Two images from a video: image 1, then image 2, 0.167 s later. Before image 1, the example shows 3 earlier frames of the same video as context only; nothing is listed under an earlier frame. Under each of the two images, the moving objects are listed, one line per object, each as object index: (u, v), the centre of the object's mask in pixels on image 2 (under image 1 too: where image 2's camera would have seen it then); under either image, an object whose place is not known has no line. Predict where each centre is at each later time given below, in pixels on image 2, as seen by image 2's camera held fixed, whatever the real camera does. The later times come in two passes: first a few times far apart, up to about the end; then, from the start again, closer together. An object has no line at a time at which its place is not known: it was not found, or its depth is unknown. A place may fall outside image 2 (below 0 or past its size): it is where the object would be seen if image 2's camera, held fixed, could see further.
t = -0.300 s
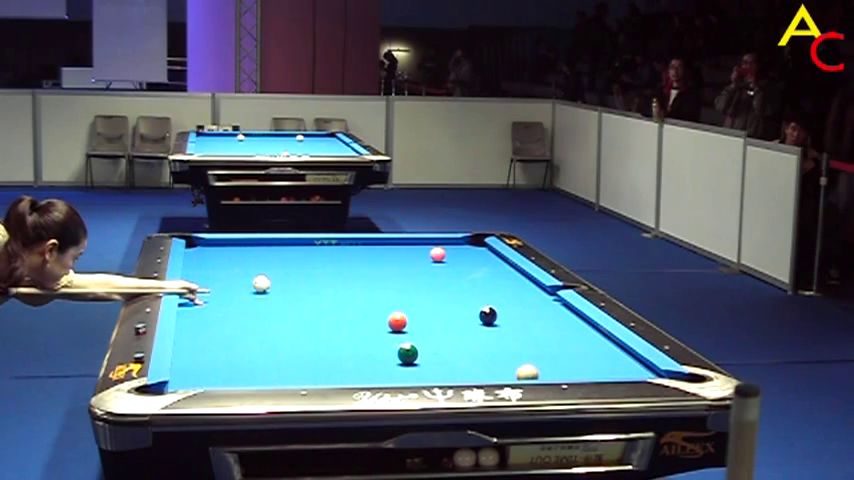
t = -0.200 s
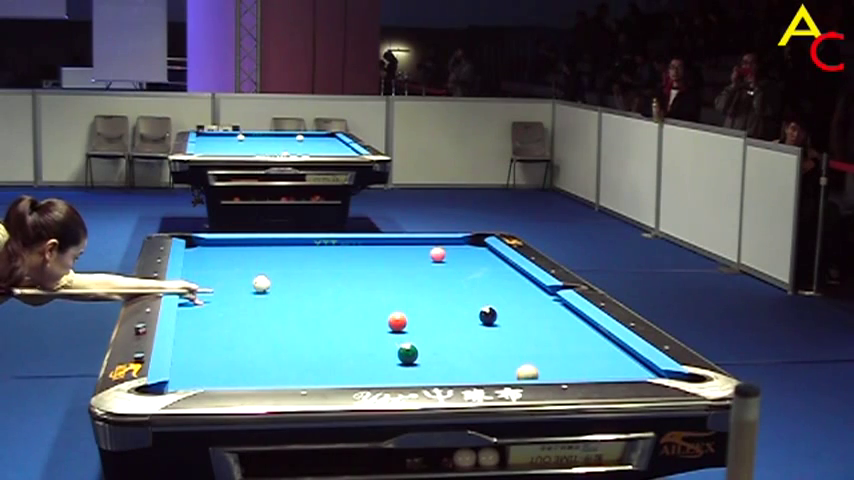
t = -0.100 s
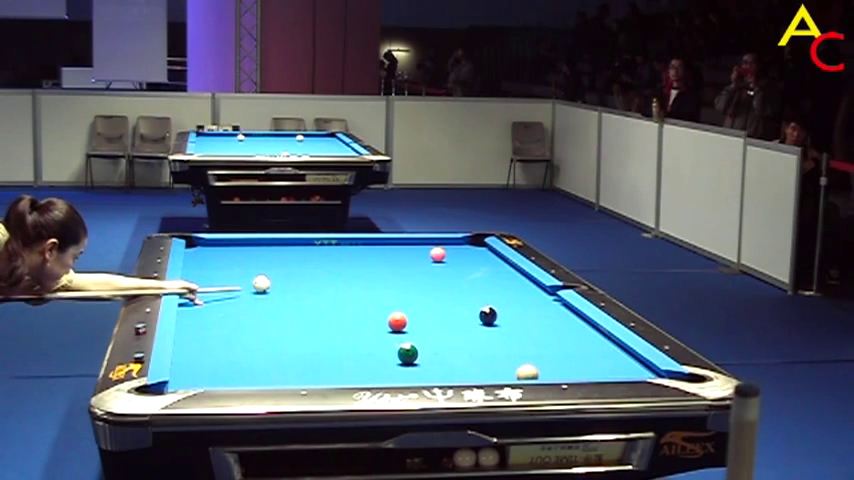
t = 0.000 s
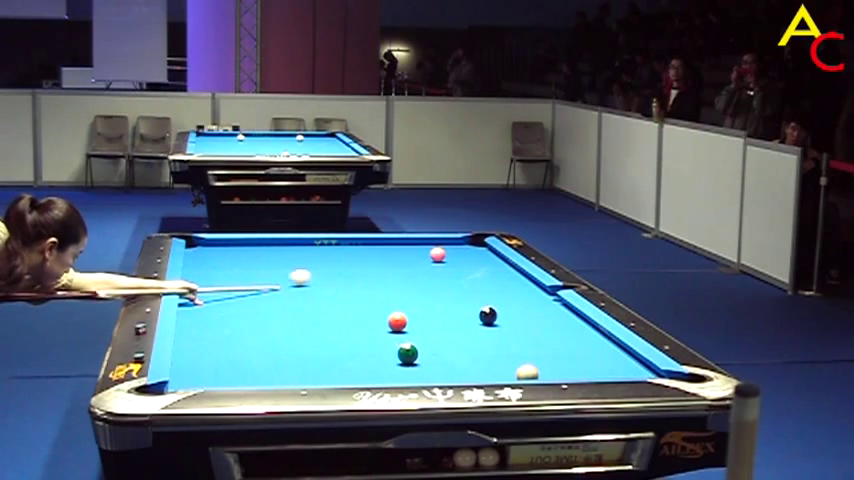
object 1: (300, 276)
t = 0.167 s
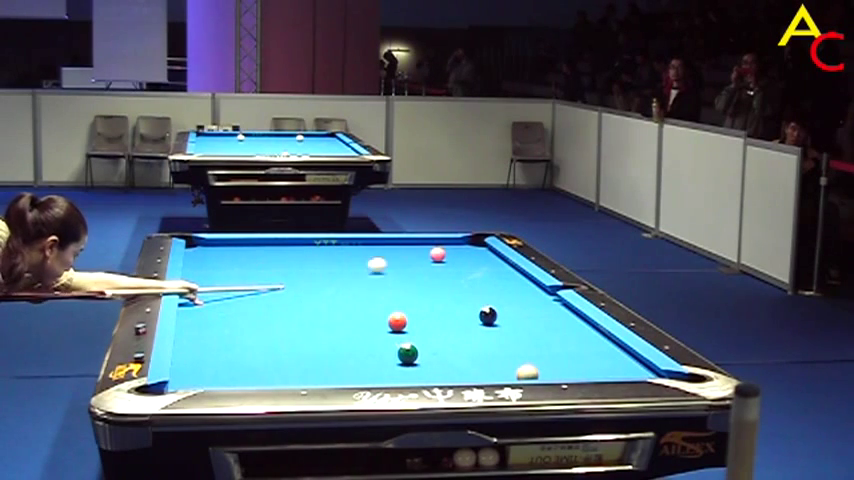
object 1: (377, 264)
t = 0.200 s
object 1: (390, 262)
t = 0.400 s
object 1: (442, 256)
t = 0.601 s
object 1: (470, 256)
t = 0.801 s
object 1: (497, 257)
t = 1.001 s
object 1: (487, 258)
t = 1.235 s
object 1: (471, 259)
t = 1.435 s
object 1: (457, 260)
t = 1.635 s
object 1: (444, 261)
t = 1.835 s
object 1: (432, 262)
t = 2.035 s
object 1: (420, 263)
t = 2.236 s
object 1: (409, 264)
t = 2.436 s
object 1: (398, 264)
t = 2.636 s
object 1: (388, 264)
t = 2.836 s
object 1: (379, 265)
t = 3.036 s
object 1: (370, 265)
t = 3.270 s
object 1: (360, 266)
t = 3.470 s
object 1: (353, 266)
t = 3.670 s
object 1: (346, 267)
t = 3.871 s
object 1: (340, 267)
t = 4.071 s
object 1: (335, 267)
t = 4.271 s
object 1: (331, 267)
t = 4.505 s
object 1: (326, 267)
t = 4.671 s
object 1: (324, 268)
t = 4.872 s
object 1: (322, 268)
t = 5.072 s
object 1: (320, 268)
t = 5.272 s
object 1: (319, 268)
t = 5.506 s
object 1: (319, 268)
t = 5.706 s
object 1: (319, 268)
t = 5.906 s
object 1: (319, 268)
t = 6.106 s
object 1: (319, 268)
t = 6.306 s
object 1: (319, 268)
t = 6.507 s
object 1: (319, 268)
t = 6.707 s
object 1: (319, 268)
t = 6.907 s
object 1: (319, 268)
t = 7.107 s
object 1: (319, 268)
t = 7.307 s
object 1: (319, 268)
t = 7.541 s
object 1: (319, 268)
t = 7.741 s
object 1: (319, 268)
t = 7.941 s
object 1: (319, 268)
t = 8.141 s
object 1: (319, 268)
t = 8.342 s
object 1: (319, 268)
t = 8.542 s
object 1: (319, 268)
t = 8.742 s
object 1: (319, 268)
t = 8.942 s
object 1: (319, 268)
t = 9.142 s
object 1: (319, 268)
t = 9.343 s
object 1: (319, 268)
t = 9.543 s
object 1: (319, 268)
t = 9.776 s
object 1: (319, 268)
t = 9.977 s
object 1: (319, 268)
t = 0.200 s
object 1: (390, 262)
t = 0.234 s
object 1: (402, 260)
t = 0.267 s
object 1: (412, 259)
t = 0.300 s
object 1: (423, 257)
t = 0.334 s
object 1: (432, 256)
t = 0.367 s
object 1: (437, 256)
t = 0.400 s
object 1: (442, 256)
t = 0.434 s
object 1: (447, 256)
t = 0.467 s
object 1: (452, 256)
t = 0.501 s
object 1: (456, 256)
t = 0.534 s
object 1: (461, 256)
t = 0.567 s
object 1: (465, 257)
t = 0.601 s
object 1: (470, 256)
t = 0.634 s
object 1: (475, 256)
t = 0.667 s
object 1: (479, 257)
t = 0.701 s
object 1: (484, 257)
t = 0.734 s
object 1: (488, 257)
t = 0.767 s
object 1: (492, 257)
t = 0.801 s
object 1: (497, 257)
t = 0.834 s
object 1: (499, 257)
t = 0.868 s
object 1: (497, 258)
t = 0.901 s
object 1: (494, 258)
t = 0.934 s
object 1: (492, 258)
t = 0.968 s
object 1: (489, 258)
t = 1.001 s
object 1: (487, 258)
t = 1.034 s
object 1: (485, 258)
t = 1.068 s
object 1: (482, 258)
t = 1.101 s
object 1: (480, 258)
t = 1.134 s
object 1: (478, 258)
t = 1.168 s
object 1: (476, 259)
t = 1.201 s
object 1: (473, 259)
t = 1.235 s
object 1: (471, 259)
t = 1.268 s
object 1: (468, 259)
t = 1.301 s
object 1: (466, 260)
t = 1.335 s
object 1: (464, 260)
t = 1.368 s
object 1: (462, 260)
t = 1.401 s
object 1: (460, 260)
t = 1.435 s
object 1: (457, 260)
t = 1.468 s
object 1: (455, 260)
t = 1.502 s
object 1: (453, 260)
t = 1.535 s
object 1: (451, 260)
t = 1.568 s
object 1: (449, 261)
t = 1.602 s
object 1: (447, 261)
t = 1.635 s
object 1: (444, 261)
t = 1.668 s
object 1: (442, 261)
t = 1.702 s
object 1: (440, 261)
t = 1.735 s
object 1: (438, 261)
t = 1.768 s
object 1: (436, 262)
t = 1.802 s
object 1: (434, 262)
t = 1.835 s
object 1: (432, 262)
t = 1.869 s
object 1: (430, 262)
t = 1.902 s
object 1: (428, 262)
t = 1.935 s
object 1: (426, 263)
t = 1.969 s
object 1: (424, 262)
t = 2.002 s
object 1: (422, 263)
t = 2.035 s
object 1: (420, 263)
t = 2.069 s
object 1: (418, 263)
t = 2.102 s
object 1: (416, 263)
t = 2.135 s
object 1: (414, 263)
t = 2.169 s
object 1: (412, 263)
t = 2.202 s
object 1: (411, 264)
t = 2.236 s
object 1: (409, 264)
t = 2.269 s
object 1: (407, 264)
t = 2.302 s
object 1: (405, 264)
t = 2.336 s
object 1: (403, 264)
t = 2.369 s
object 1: (401, 264)
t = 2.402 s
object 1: (400, 264)
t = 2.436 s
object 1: (398, 264)
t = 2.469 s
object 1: (396, 264)
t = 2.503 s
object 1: (395, 264)
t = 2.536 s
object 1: (393, 264)
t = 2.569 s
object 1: (392, 264)
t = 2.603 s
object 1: (390, 264)
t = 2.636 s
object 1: (388, 264)
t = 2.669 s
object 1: (386, 264)
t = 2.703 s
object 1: (385, 265)
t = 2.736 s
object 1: (383, 265)
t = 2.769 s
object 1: (381, 265)
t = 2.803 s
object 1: (380, 265)
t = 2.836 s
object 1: (379, 265)
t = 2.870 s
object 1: (377, 265)
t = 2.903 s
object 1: (375, 265)
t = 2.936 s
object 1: (374, 265)
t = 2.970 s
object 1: (373, 265)
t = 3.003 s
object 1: (371, 265)
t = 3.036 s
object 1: (370, 265)
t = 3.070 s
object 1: (369, 265)
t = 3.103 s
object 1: (367, 266)
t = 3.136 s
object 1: (366, 266)
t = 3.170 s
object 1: (364, 266)
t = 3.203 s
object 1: (363, 266)
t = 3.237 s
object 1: (362, 266)
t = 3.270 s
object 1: (360, 266)
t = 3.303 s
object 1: (359, 266)
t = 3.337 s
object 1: (358, 266)
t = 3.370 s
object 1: (356, 266)
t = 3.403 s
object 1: (355, 266)
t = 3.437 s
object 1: (354, 266)
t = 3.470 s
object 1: (353, 266)
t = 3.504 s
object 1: (352, 267)
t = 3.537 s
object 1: (351, 267)
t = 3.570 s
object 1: (350, 267)
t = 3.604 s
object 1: (349, 267)
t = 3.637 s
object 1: (347, 267)
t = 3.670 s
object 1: (346, 267)
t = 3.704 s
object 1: (345, 267)
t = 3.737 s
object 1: (344, 267)
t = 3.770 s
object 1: (343, 267)
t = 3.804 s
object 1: (342, 267)
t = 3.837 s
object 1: (341, 267)
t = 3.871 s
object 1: (340, 267)
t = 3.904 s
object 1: (340, 267)
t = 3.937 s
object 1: (339, 267)
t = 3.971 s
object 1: (338, 267)
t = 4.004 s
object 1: (337, 267)
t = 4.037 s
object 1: (336, 267)
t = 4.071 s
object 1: (335, 267)
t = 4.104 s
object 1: (334, 267)
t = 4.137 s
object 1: (333, 267)
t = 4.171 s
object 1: (333, 267)
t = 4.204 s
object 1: (332, 267)
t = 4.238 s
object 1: (331, 267)
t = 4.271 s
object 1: (331, 267)
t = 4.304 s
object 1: (330, 267)
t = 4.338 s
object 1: (329, 267)
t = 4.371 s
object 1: (329, 268)
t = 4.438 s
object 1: (328, 268)
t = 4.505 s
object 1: (326, 267)
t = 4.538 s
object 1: (326, 268)
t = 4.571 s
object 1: (325, 268)
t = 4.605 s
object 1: (325, 268)
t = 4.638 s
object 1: (325, 267)
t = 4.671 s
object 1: (324, 268)
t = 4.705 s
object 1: (324, 268)
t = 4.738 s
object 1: (323, 268)
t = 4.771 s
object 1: (323, 267)
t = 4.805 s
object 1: (323, 267)
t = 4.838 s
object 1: (322, 267)
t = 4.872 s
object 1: (322, 268)
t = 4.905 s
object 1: (321, 268)
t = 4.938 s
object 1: (321, 268)
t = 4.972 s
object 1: (321, 267)
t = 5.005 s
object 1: (321, 267)
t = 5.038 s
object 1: (320, 268)
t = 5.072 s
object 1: (320, 268)
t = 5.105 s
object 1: (320, 268)
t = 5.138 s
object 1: (320, 268)
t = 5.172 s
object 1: (319, 268)
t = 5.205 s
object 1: (319, 268)
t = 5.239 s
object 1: (319, 268)
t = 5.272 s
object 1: (319, 268)
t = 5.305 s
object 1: (319, 268)
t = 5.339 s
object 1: (319, 268)
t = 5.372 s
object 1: (319, 268)
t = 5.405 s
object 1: (319, 268)
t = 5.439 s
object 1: (319, 268)
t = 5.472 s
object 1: (319, 268)
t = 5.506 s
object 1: (319, 268)
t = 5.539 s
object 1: (319, 267)
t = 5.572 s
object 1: (319, 268)
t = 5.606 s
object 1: (319, 268)
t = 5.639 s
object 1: (319, 268)
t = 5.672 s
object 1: (319, 268)
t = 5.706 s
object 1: (319, 268)
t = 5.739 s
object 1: (319, 268)
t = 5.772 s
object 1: (319, 268)
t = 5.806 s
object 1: (319, 268)
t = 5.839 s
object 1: (319, 268)
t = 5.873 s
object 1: (319, 268)
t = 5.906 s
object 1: (319, 268)
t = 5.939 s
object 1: (319, 268)
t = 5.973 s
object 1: (319, 268)
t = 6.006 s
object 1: (319, 268)
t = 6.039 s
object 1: (319, 268)
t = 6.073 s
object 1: (319, 268)
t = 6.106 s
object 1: (319, 268)
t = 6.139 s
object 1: (319, 268)
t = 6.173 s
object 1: (319, 268)
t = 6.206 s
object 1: (319, 268)
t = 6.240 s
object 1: (319, 268)
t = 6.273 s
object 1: (319, 268)
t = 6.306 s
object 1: (319, 268)
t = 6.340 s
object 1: (319, 268)
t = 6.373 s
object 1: (319, 268)
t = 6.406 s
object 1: (319, 268)
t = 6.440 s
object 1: (319, 268)
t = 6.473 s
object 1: (319, 268)
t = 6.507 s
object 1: (319, 268)
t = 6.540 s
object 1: (319, 268)
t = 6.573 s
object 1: (319, 268)
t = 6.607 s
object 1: (319, 268)
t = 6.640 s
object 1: (319, 268)
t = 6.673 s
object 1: (319, 268)
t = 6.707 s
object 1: (319, 268)
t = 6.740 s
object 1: (319, 268)
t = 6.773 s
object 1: (319, 268)
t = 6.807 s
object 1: (319, 268)
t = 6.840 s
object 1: (319, 268)
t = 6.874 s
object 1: (319, 268)
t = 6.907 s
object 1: (319, 268)
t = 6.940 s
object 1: (319, 268)
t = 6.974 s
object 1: (319, 268)
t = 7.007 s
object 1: (319, 267)
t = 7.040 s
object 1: (319, 267)
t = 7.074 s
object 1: (319, 268)
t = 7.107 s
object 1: (319, 268)
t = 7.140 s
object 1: (319, 268)
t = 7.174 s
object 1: (319, 268)
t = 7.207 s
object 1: (319, 268)
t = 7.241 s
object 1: (319, 268)
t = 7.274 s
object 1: (319, 268)
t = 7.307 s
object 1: (319, 268)
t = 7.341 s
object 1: (319, 268)
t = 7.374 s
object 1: (319, 268)
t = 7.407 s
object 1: (319, 268)
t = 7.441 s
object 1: (319, 268)
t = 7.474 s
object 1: (319, 268)
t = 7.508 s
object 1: (319, 268)
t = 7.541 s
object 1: (319, 268)
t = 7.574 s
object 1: (319, 268)
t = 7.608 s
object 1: (319, 268)
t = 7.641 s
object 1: (319, 267)
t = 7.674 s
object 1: (319, 268)
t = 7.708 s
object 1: (319, 268)
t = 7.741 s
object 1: (319, 268)
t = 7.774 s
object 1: (319, 268)
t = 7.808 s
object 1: (319, 268)
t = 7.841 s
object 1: (319, 268)
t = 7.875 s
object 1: (319, 268)
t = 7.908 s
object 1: (319, 268)
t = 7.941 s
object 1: (319, 268)
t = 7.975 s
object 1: (319, 268)
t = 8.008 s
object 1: (319, 268)
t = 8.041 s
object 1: (319, 268)
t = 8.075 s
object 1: (319, 268)
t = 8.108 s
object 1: (319, 268)
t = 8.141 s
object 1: (319, 268)
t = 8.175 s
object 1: (319, 268)
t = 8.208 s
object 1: (319, 268)
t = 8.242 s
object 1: (319, 268)
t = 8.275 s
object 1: (319, 268)
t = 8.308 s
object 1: (319, 268)
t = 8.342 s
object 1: (319, 268)
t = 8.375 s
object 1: (319, 268)
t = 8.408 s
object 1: (319, 268)
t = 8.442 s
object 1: (319, 268)
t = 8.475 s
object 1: (319, 268)
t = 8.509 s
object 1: (319, 268)
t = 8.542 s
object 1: (319, 268)
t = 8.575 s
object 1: (319, 268)
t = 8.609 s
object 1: (319, 268)
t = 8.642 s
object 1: (319, 268)
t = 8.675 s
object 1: (319, 268)
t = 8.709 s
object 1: (319, 268)
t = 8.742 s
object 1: (319, 268)
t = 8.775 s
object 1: (319, 268)
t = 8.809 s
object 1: (319, 268)
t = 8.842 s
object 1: (319, 268)
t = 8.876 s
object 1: (319, 268)
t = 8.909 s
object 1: (319, 268)
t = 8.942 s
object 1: (319, 268)
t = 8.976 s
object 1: (319, 268)
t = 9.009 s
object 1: (319, 268)
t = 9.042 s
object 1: (319, 268)
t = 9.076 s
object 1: (319, 268)
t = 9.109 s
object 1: (319, 268)
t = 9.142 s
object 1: (319, 268)
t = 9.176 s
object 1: (319, 268)
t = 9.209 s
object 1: (319, 268)
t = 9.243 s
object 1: (319, 268)
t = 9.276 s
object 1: (319, 268)
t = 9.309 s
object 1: (319, 268)
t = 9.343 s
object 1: (319, 268)
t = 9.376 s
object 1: (319, 268)
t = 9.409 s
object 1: (319, 268)
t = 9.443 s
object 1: (319, 268)
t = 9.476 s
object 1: (319, 268)
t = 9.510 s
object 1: (319, 268)
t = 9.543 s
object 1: (319, 268)
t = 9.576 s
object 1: (319, 268)
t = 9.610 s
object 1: (319, 268)
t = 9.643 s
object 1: (319, 268)
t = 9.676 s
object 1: (319, 268)
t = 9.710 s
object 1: (319, 268)
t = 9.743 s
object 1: (319, 268)
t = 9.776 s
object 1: (319, 268)
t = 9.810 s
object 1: (319, 267)
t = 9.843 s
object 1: (319, 268)
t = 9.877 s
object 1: (319, 268)
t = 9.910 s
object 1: (319, 268)
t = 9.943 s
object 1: (319, 268)
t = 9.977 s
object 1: (319, 268)
